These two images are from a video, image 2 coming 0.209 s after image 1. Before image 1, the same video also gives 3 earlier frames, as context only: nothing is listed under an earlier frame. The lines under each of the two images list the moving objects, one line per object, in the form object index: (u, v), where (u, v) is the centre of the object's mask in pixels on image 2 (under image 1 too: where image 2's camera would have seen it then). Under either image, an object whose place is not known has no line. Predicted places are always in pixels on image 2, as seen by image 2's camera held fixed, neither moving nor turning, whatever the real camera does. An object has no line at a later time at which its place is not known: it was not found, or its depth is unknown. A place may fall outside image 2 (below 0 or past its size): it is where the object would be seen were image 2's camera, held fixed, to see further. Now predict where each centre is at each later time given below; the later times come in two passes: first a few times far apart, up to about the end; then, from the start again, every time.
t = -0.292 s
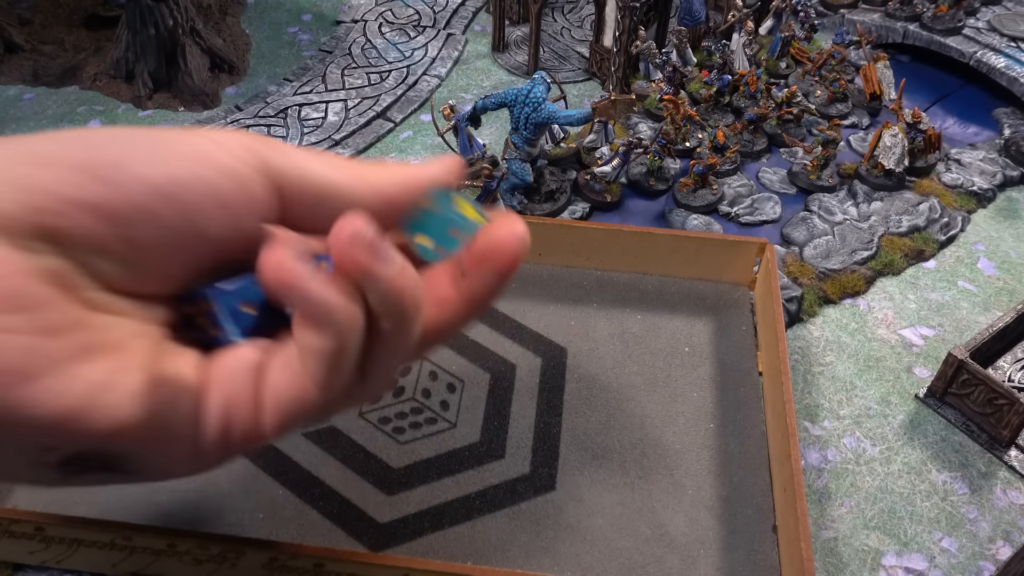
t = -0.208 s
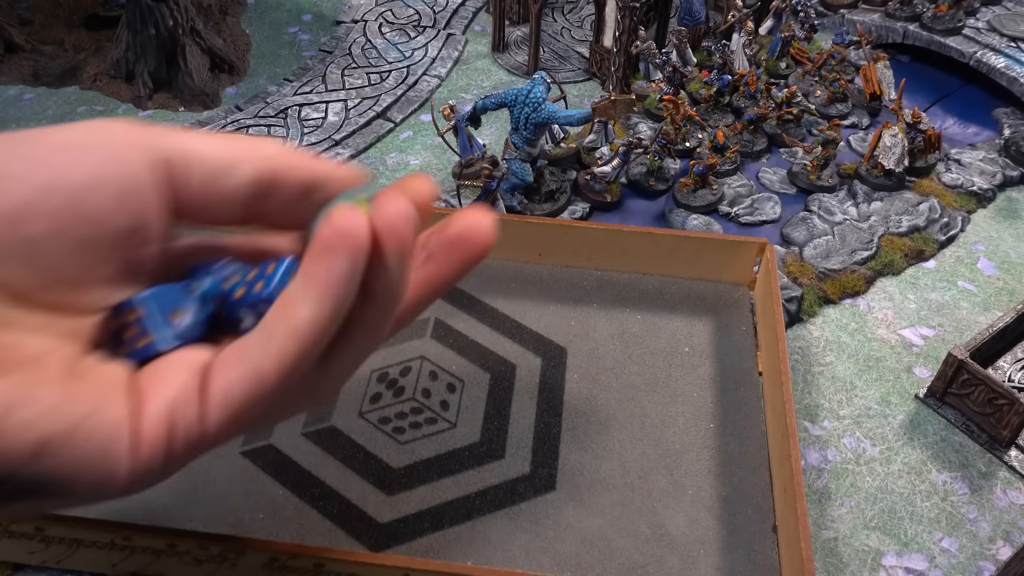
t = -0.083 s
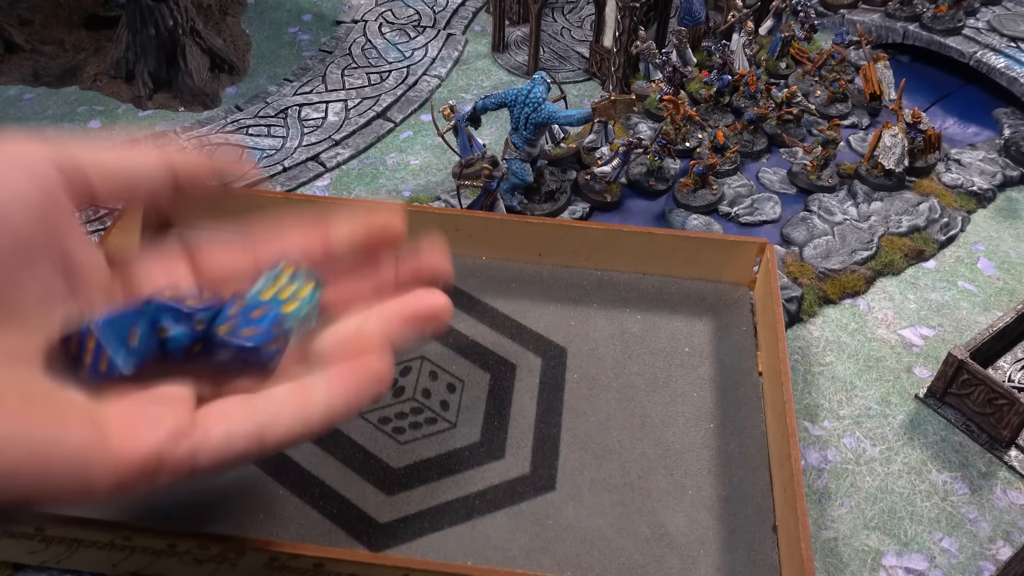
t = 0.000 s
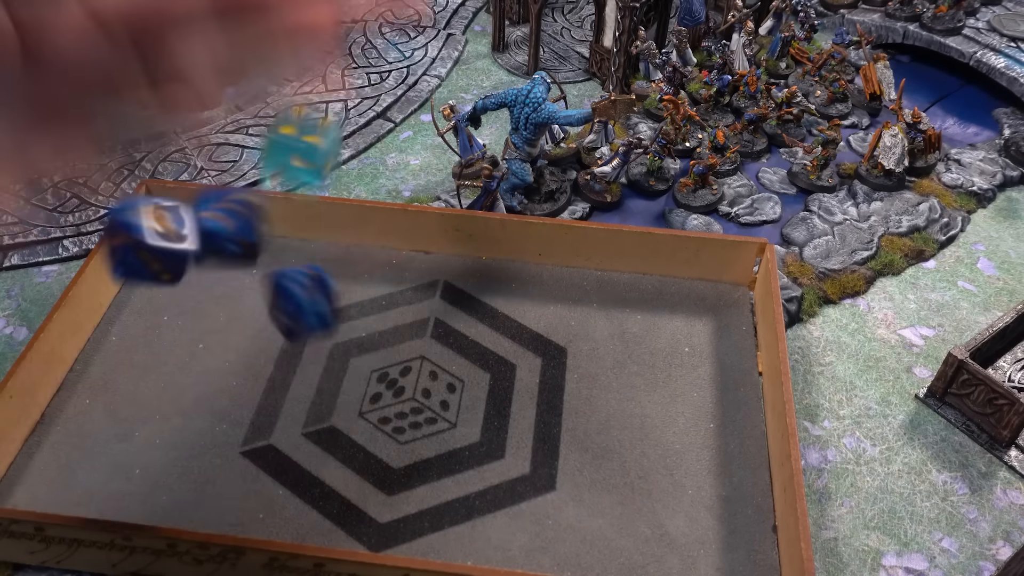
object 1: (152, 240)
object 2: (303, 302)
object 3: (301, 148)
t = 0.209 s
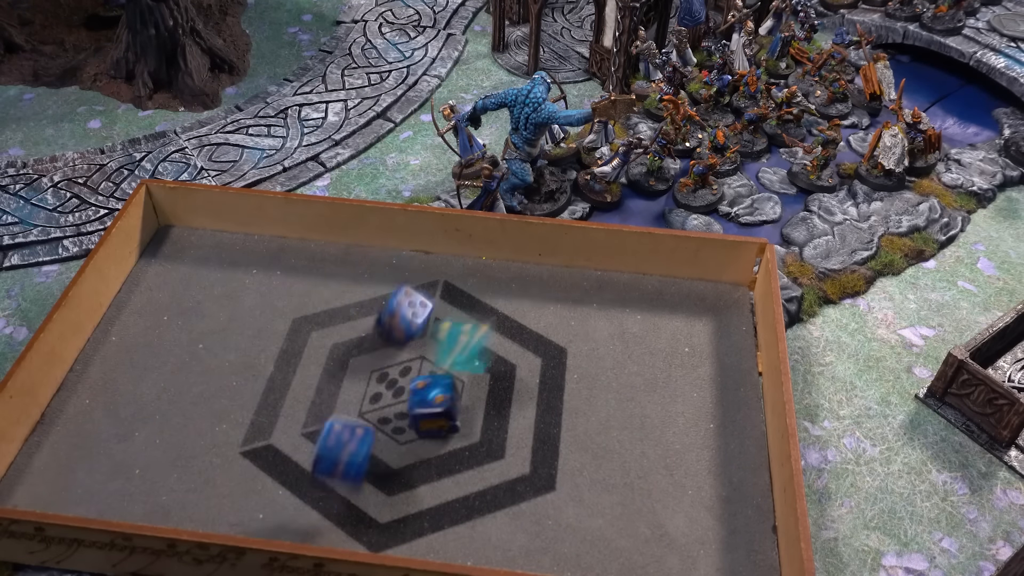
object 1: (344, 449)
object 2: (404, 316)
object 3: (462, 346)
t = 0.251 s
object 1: (351, 490)
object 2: (406, 287)
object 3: (494, 335)
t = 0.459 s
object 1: (367, 518)
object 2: (379, 263)
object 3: (562, 290)
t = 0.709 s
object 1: (366, 518)
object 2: (384, 263)
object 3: (564, 292)
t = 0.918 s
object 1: (366, 518)
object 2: (384, 264)
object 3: (564, 292)
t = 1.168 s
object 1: (366, 518)
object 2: (384, 263)
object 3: (564, 291)
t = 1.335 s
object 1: (366, 518)
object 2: (384, 264)
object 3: (564, 291)
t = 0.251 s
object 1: (351, 490)
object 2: (406, 287)
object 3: (494, 335)
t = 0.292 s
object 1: (354, 515)
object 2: (407, 268)
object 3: (524, 327)
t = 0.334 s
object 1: (366, 528)
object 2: (400, 253)
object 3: (547, 307)
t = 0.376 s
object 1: (368, 524)
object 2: (389, 255)
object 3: (553, 298)
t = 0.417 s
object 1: (372, 521)
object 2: (381, 263)
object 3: (559, 295)
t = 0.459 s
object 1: (367, 518)
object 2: (379, 263)
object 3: (562, 290)
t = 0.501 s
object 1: (366, 518)
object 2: (385, 262)
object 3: (564, 291)
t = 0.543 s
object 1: (366, 518)
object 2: (383, 263)
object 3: (564, 292)
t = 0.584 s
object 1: (366, 518)
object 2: (384, 263)
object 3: (564, 291)
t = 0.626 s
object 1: (366, 518)
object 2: (384, 263)
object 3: (564, 291)
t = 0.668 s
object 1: (366, 518)
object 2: (384, 263)
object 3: (564, 291)
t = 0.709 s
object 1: (366, 518)
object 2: (384, 263)
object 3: (564, 292)
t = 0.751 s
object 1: (366, 518)
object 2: (384, 263)
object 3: (564, 292)
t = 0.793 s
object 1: (366, 518)
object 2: (384, 263)
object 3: (564, 291)
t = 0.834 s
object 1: (366, 518)
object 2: (384, 263)
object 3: (564, 291)
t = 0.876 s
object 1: (366, 518)
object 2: (384, 263)
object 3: (564, 291)
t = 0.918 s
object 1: (366, 518)
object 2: (384, 264)
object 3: (564, 292)
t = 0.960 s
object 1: (366, 518)
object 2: (384, 263)
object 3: (564, 291)
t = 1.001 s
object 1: (366, 518)
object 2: (384, 264)
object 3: (564, 292)
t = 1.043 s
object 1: (366, 518)
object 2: (384, 264)
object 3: (564, 292)
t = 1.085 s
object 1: (366, 518)
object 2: (384, 264)
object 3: (564, 291)
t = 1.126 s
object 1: (366, 518)
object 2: (384, 263)
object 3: (564, 291)
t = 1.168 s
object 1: (366, 518)
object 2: (384, 263)
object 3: (564, 291)
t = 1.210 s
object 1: (366, 518)
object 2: (384, 264)
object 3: (564, 292)
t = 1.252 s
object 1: (366, 518)
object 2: (384, 264)
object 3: (564, 292)
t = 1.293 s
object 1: (366, 518)
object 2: (384, 263)
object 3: (564, 291)
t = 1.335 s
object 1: (366, 518)
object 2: (384, 264)
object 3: (564, 291)
